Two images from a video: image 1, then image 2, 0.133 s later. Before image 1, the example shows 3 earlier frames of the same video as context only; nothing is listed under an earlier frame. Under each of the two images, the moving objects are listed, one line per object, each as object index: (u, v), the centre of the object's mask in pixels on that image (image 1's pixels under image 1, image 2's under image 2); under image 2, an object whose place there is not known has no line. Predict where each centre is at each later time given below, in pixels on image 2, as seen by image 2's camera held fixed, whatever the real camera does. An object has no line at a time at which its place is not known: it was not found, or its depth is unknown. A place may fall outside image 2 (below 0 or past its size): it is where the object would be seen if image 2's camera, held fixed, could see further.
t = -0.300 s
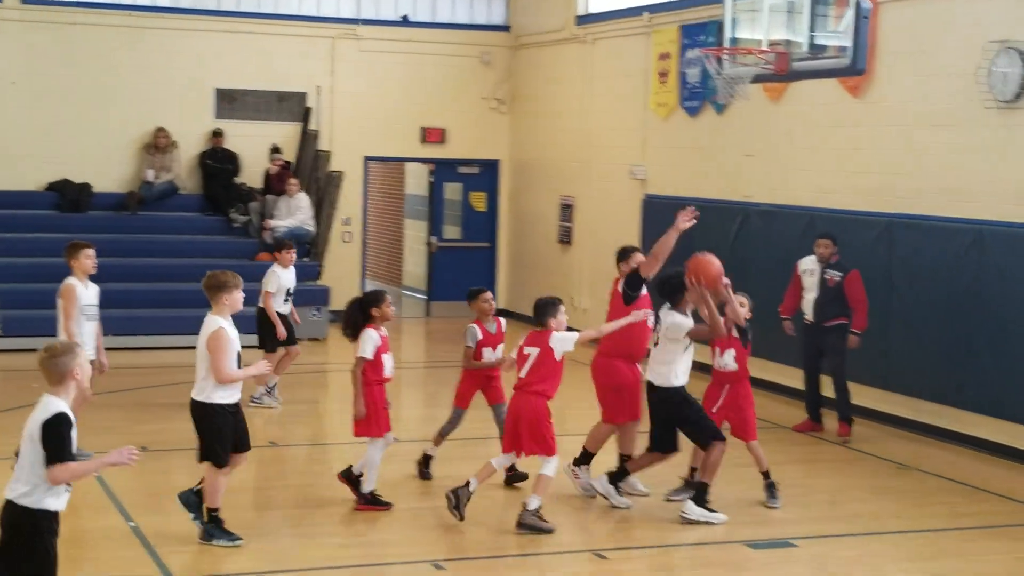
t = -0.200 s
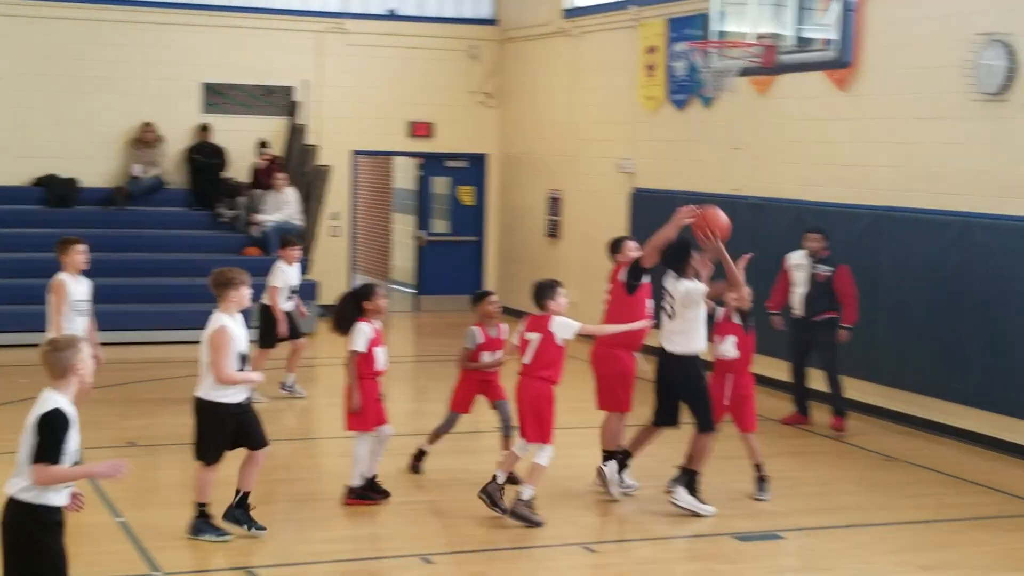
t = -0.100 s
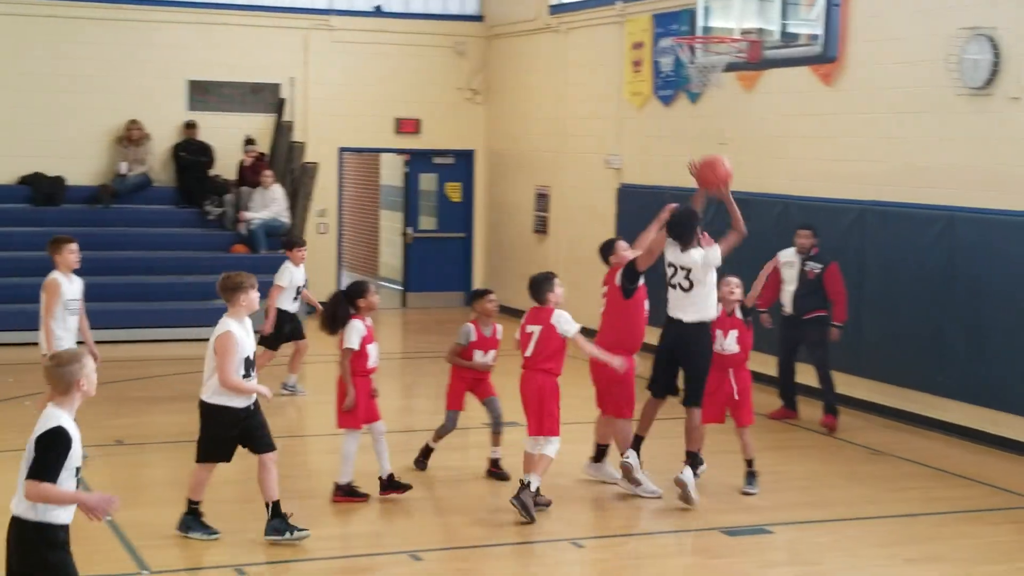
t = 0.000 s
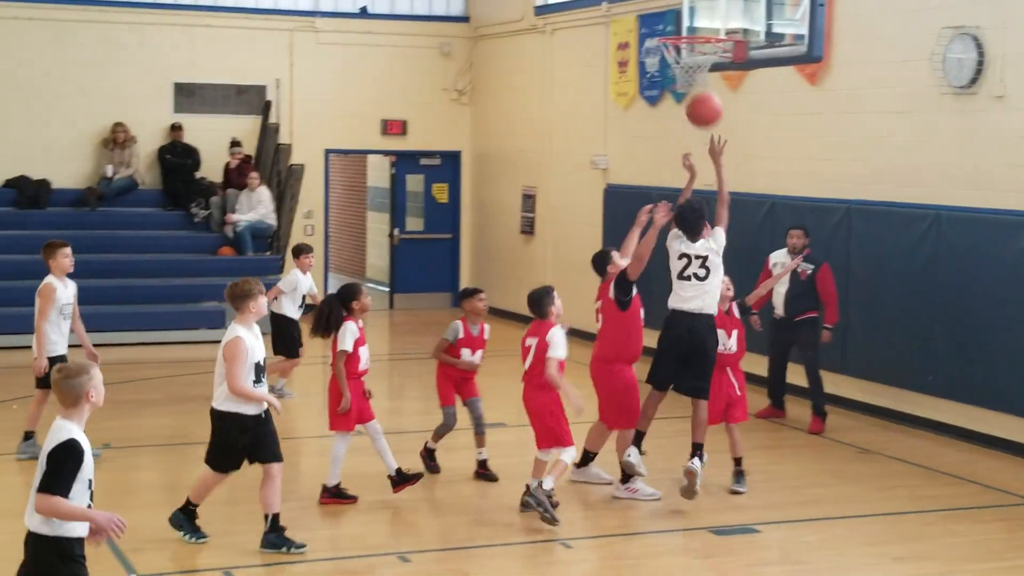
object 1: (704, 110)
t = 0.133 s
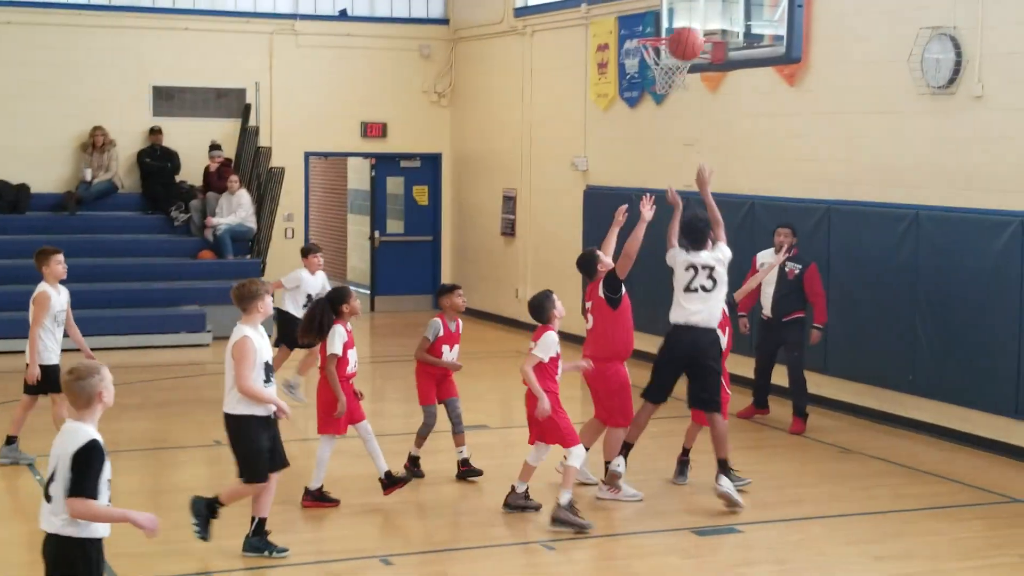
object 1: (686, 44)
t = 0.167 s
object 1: (686, 32)
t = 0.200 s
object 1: (686, 21)
